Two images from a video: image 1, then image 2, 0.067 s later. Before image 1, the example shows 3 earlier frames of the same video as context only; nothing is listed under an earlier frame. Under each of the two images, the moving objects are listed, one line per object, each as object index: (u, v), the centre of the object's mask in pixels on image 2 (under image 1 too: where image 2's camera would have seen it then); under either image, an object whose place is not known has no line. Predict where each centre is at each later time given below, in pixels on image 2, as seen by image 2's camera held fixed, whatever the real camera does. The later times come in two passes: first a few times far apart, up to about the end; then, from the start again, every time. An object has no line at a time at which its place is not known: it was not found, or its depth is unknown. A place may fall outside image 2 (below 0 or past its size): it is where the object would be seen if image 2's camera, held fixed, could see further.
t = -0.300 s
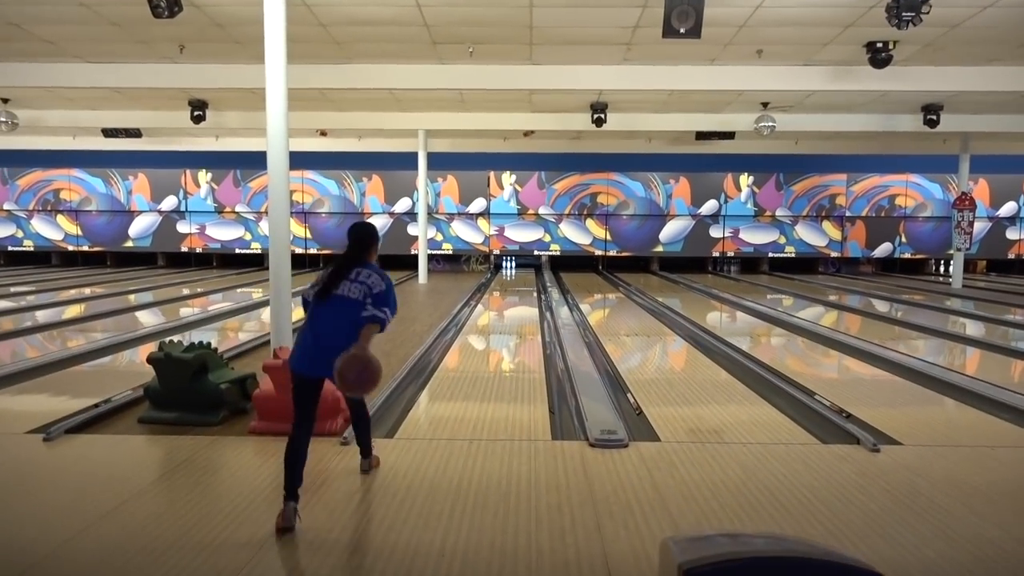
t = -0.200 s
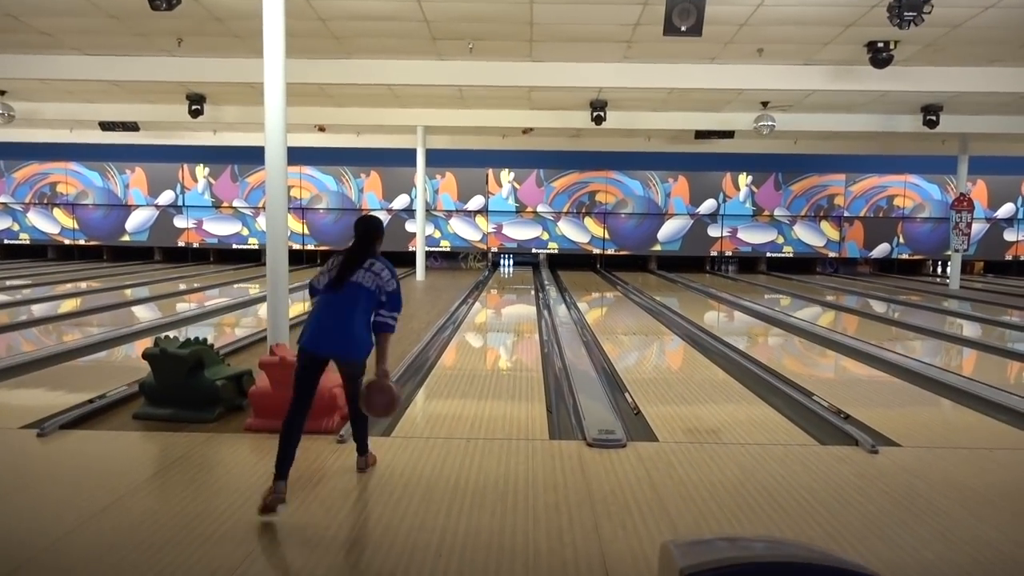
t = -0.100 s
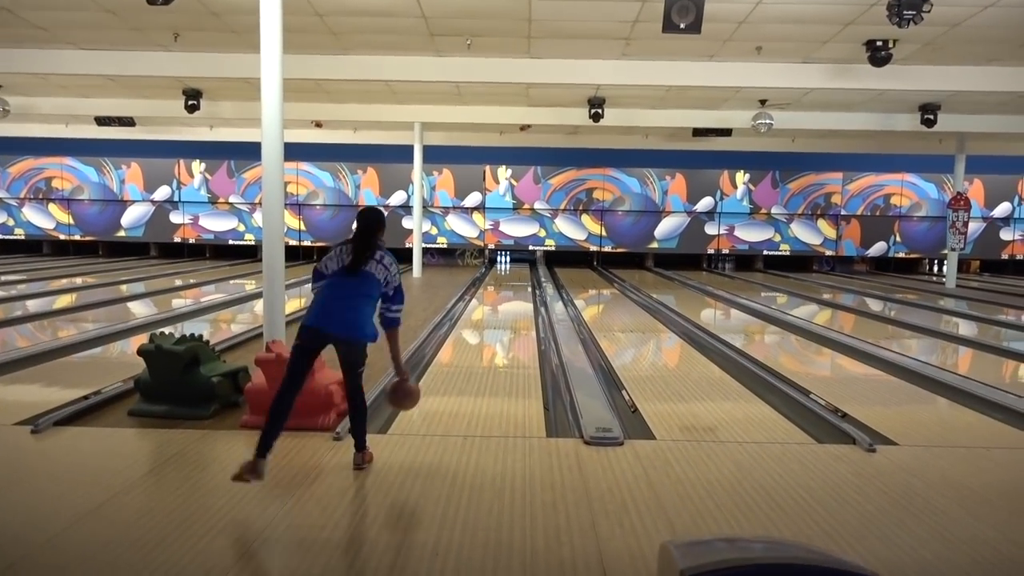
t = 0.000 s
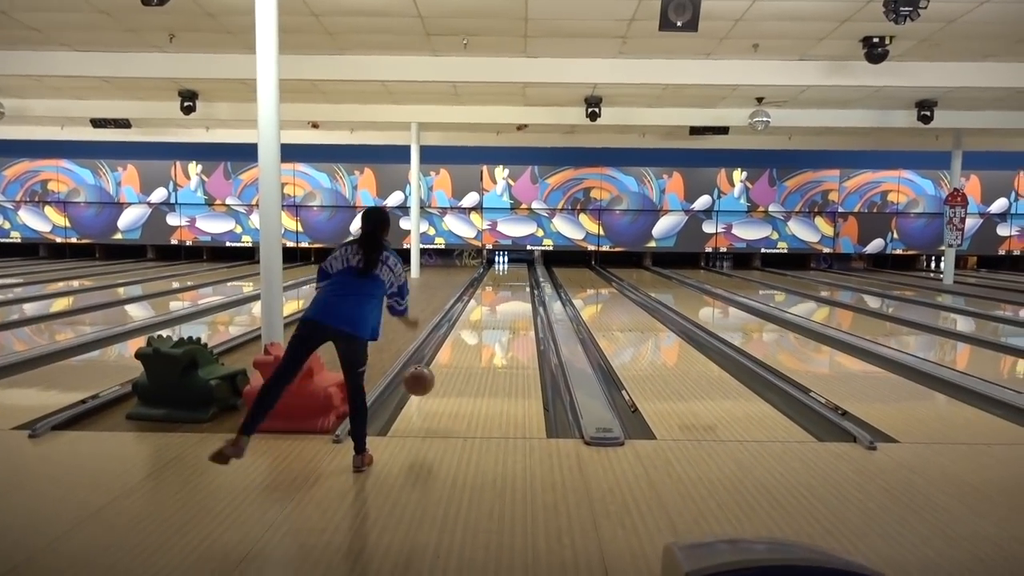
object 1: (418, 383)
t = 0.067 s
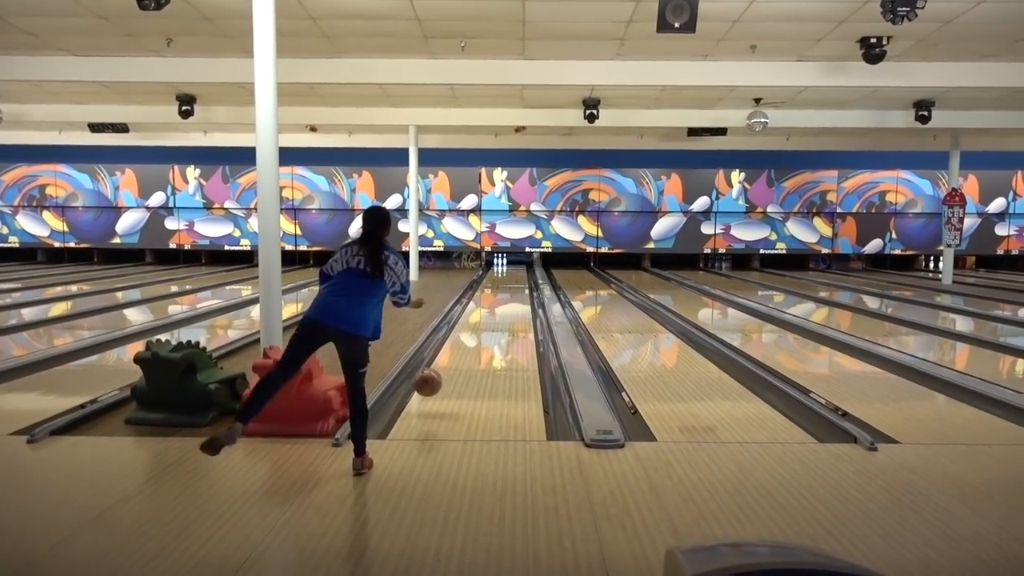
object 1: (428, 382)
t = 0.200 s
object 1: (442, 374)
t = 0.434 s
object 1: (458, 345)
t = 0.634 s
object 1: (468, 328)
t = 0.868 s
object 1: (476, 312)
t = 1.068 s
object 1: (482, 303)
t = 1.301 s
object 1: (486, 293)
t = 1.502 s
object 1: (488, 288)
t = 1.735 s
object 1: (492, 283)
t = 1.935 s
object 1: (495, 278)
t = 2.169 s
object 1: (497, 274)
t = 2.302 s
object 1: (498, 272)
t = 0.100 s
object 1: (431, 383)
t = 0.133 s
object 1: (435, 386)
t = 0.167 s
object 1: (439, 380)
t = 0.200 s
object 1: (442, 374)
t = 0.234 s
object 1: (444, 370)
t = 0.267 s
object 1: (448, 365)
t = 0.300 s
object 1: (450, 360)
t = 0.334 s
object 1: (452, 356)
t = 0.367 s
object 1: (455, 352)
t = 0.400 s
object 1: (457, 348)
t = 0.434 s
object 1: (458, 345)
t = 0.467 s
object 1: (460, 342)
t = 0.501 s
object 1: (462, 338)
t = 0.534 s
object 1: (463, 336)
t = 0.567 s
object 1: (465, 333)
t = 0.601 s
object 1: (466, 330)
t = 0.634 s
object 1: (468, 328)
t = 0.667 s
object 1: (469, 325)
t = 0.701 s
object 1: (471, 323)
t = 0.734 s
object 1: (472, 321)
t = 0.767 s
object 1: (473, 318)
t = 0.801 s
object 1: (474, 316)
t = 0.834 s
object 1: (475, 314)
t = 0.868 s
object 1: (476, 312)
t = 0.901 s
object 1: (477, 311)
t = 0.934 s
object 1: (479, 309)
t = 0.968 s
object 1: (479, 307)
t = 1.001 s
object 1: (480, 306)
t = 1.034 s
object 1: (481, 305)
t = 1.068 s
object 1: (482, 303)
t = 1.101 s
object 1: (483, 302)
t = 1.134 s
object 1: (483, 300)
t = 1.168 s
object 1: (484, 299)
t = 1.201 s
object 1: (484, 297)
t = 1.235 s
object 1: (485, 296)
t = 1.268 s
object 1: (485, 294)
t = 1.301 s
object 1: (486, 293)
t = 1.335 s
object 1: (487, 293)
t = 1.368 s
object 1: (487, 292)
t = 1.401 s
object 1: (487, 291)
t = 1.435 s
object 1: (488, 290)
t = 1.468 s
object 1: (488, 289)
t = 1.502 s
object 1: (488, 288)
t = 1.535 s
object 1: (489, 287)
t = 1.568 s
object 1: (489, 287)
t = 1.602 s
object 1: (490, 285)
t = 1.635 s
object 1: (490, 284)
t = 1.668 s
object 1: (491, 284)
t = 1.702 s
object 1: (491, 284)
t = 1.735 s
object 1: (492, 283)
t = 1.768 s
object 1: (493, 282)
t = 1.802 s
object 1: (494, 280)
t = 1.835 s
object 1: (494, 280)
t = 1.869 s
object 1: (495, 279)
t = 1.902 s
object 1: (495, 278)
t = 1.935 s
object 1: (495, 278)
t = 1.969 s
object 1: (495, 277)
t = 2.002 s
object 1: (495, 277)
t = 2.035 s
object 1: (495, 276)
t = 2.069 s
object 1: (496, 276)
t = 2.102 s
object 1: (496, 275)
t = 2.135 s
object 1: (496, 275)
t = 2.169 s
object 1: (497, 274)
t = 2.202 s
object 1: (497, 274)
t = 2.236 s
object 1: (497, 273)
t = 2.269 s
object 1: (498, 273)
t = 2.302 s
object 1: (498, 272)
